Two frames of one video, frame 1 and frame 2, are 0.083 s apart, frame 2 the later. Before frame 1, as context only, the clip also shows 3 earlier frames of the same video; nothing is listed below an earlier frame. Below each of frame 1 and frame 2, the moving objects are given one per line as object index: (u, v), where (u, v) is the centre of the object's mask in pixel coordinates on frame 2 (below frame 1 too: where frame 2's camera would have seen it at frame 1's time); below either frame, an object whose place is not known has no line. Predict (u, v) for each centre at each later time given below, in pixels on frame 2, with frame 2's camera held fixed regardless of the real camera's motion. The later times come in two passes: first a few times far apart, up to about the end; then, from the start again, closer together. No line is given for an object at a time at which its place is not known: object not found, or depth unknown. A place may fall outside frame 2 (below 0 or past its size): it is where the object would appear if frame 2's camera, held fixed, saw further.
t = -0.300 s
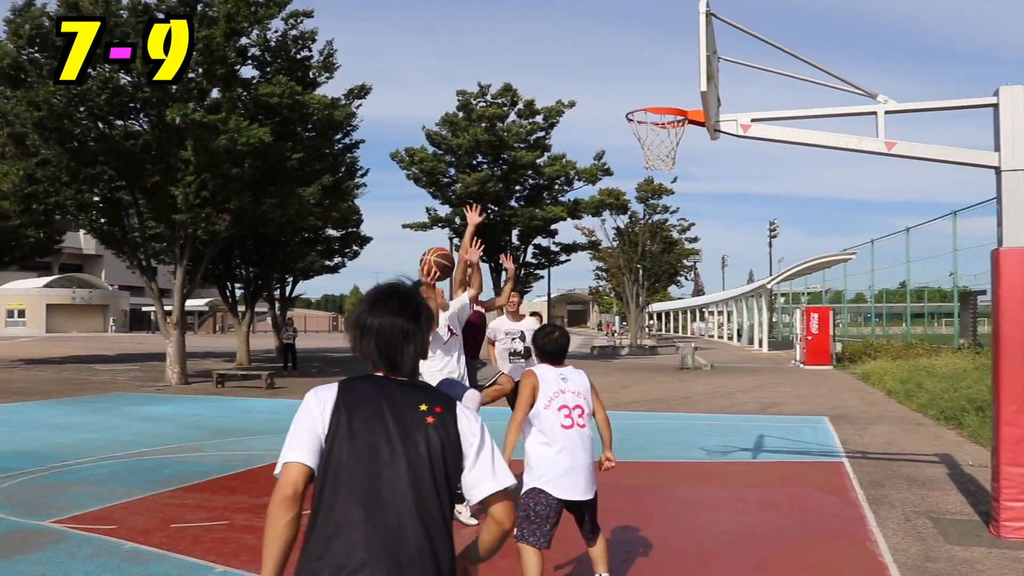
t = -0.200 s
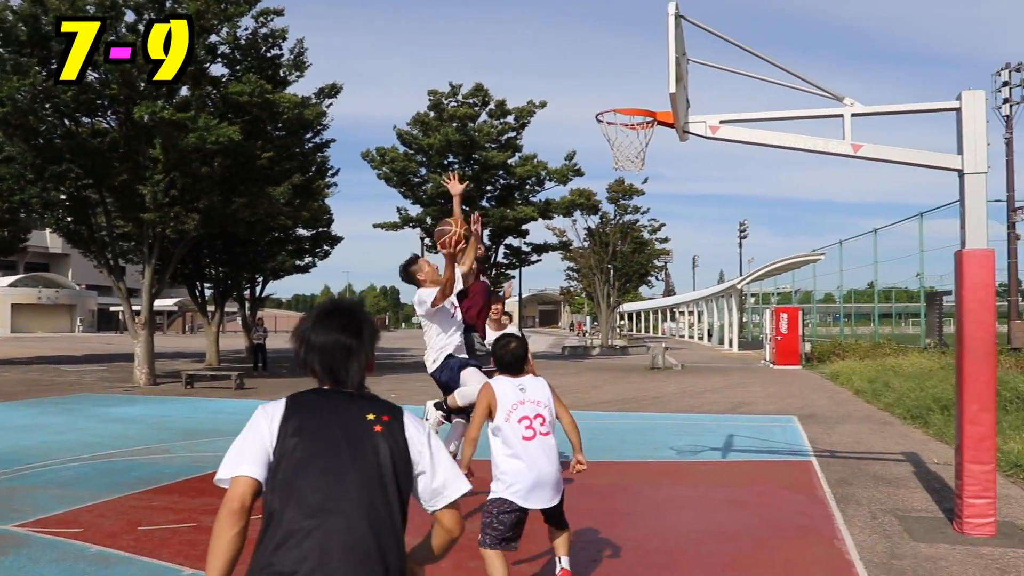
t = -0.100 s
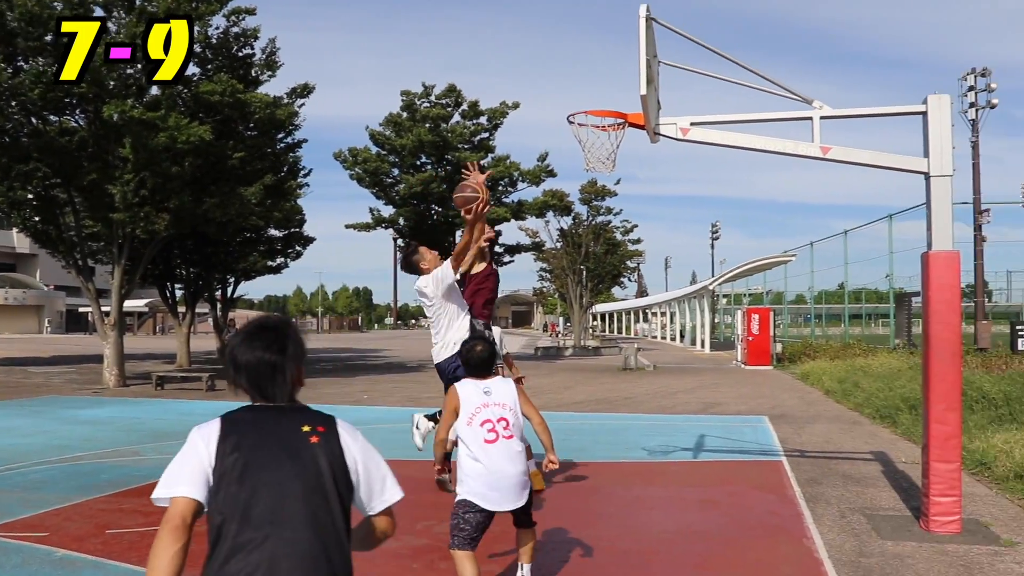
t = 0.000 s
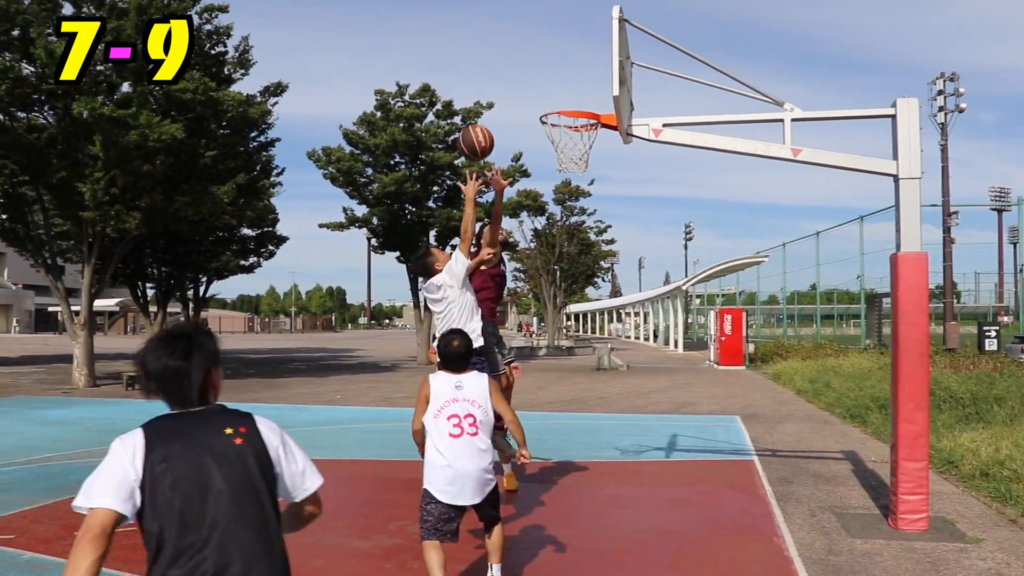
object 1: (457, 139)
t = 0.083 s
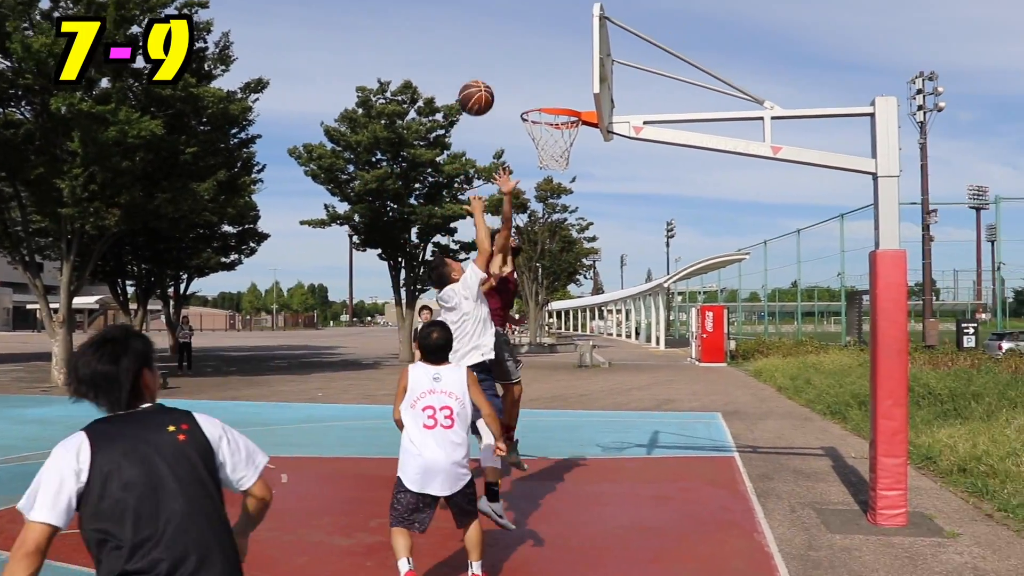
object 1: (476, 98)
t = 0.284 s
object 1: (519, 45)
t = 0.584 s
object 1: (577, 67)
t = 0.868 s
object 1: (546, 150)
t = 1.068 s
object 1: (533, 227)
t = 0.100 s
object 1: (480, 91)
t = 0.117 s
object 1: (484, 85)
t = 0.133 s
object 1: (487, 79)
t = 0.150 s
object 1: (491, 73)
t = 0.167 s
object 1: (494, 68)
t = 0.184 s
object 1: (498, 64)
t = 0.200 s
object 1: (502, 60)
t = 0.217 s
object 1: (505, 56)
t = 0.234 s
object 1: (509, 52)
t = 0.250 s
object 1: (512, 50)
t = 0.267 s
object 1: (516, 47)
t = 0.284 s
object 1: (519, 45)
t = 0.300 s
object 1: (523, 43)
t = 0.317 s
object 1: (526, 42)
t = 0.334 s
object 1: (530, 40)
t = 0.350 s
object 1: (533, 40)
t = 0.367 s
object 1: (536, 39)
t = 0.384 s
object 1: (540, 40)
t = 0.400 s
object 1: (543, 40)
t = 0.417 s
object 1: (546, 41)
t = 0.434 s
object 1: (549, 42)
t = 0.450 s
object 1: (553, 43)
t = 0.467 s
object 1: (556, 45)
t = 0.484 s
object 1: (559, 47)
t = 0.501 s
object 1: (563, 50)
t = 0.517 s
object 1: (566, 52)
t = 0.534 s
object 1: (569, 56)
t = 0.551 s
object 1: (572, 59)
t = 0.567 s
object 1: (575, 63)
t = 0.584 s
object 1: (577, 67)
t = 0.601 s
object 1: (578, 71)
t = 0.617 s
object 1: (576, 73)
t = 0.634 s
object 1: (575, 76)
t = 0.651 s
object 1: (573, 79)
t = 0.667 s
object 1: (571, 83)
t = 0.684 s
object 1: (569, 86)
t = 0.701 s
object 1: (567, 90)
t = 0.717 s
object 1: (564, 94)
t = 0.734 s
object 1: (562, 97)
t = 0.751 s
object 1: (560, 100)
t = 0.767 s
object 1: (557, 108)
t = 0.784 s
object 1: (555, 117)
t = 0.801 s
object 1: (553, 125)
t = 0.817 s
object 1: (552, 129)
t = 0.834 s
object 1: (550, 135)
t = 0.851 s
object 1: (548, 142)
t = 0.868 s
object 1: (546, 150)
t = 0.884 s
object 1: (545, 155)
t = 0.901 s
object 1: (544, 160)
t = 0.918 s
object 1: (543, 167)
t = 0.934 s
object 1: (542, 170)
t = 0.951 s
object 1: (541, 176)
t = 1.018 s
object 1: (536, 202)
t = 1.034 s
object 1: (535, 210)
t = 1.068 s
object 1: (533, 227)
